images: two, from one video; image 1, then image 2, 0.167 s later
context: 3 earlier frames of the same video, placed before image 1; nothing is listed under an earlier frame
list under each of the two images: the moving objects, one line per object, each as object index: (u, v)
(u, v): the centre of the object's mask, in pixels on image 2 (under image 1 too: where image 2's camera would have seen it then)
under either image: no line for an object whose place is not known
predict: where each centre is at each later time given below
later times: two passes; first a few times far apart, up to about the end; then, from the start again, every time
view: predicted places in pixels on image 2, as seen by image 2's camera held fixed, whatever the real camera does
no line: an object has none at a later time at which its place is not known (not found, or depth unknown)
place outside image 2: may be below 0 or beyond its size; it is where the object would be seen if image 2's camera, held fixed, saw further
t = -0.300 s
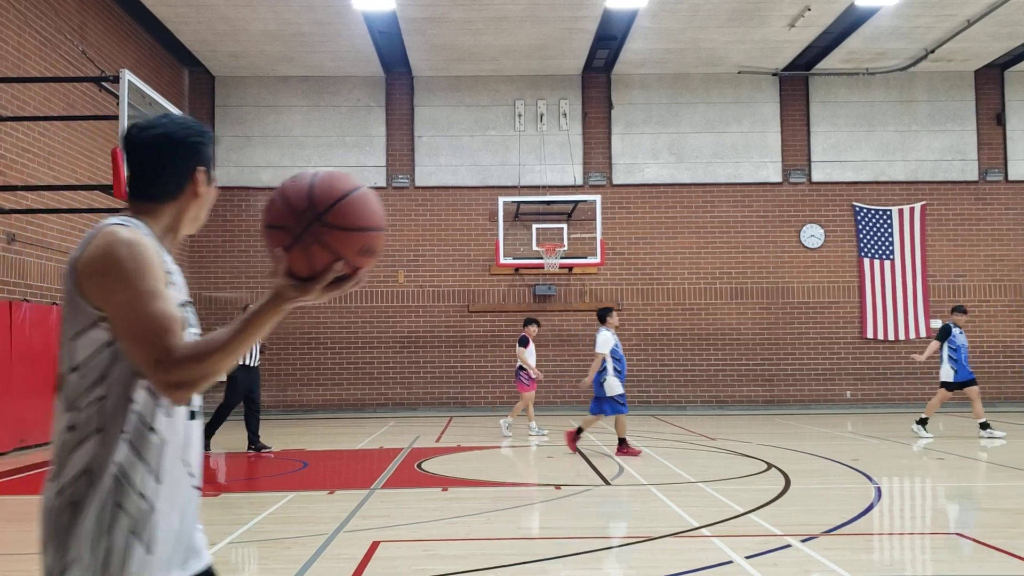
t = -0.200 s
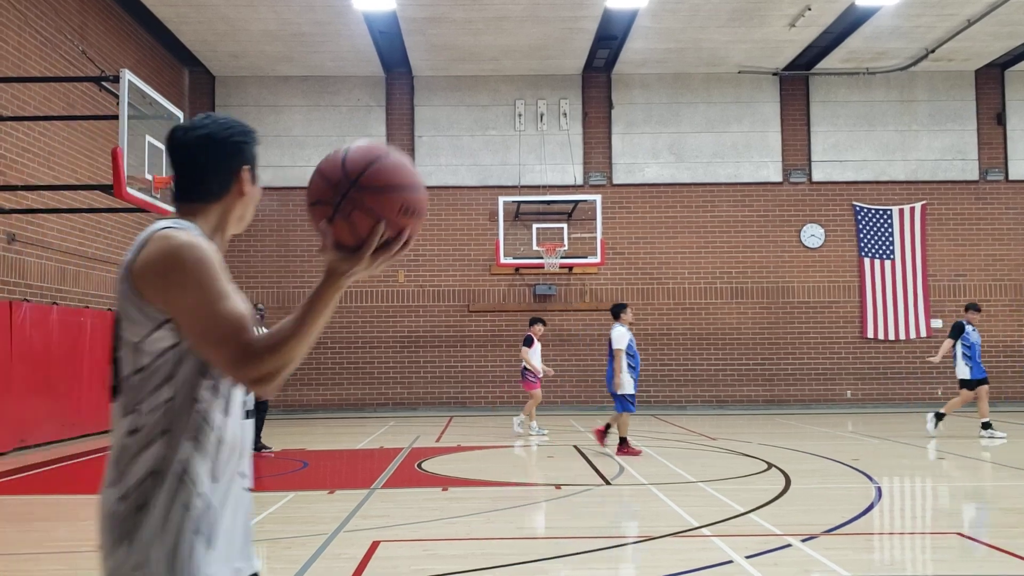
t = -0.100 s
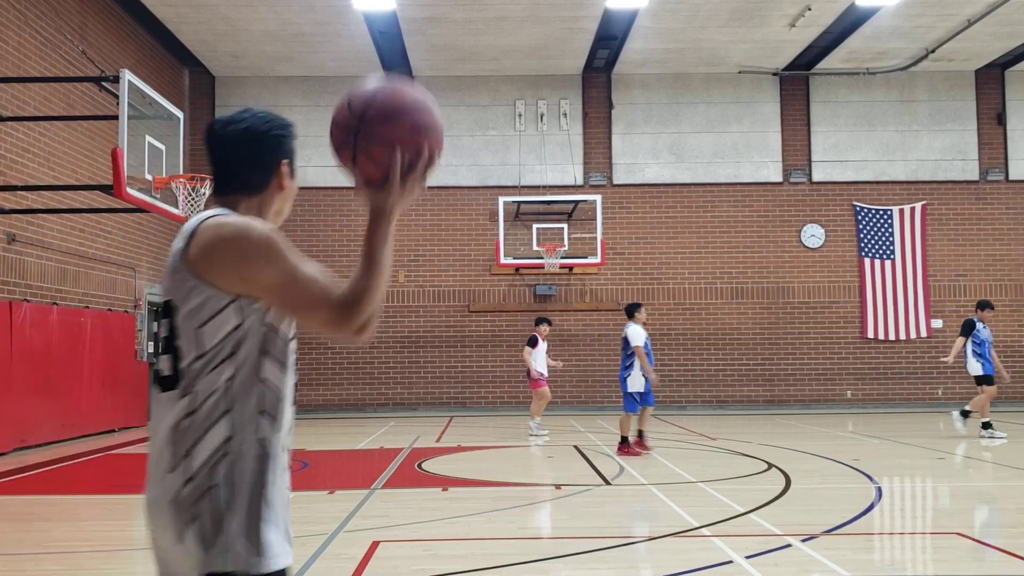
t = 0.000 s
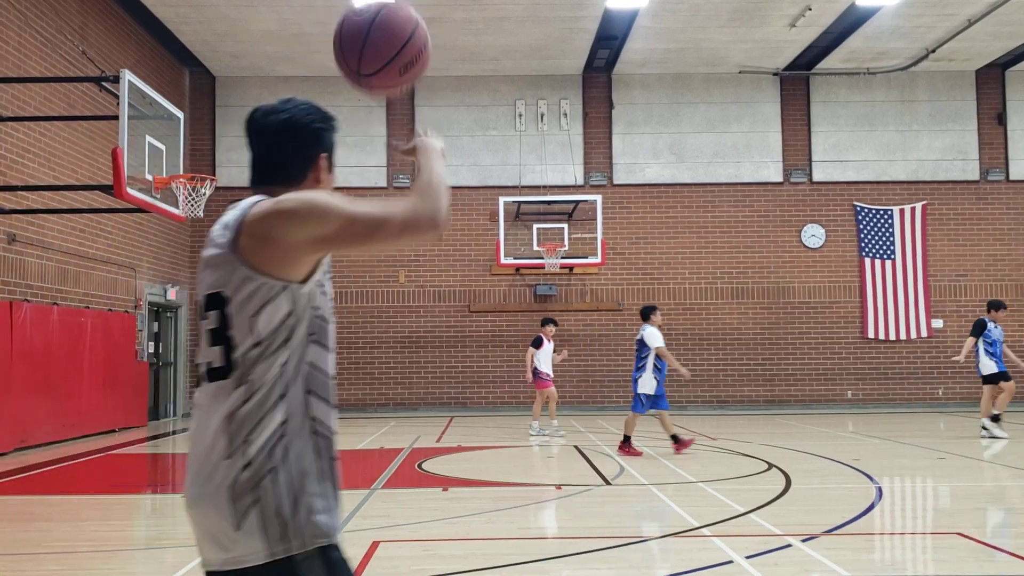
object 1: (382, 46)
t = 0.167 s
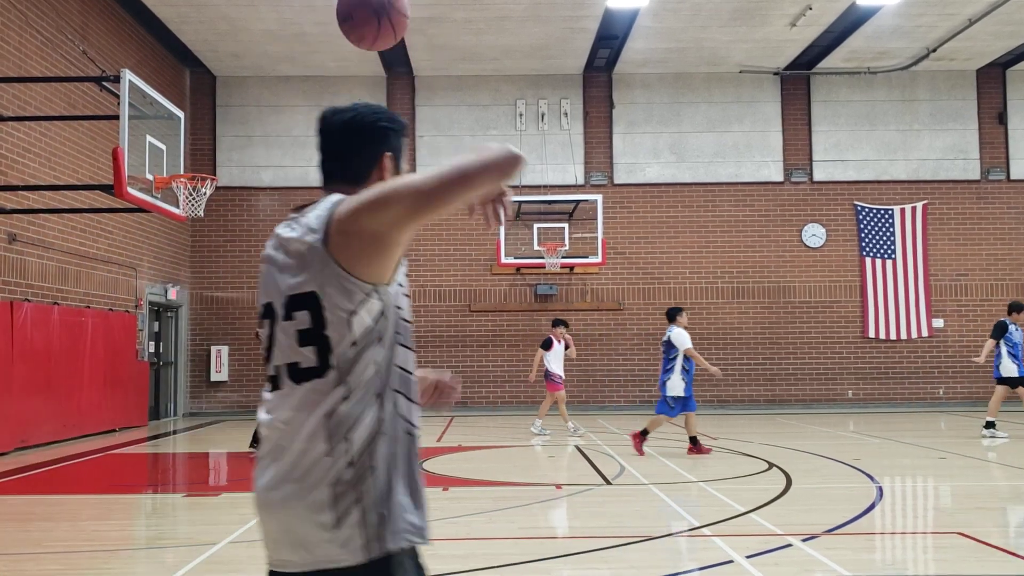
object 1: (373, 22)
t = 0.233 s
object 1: (370, 28)
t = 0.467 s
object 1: (367, 122)
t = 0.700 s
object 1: (364, 269)
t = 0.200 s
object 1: (372, 24)
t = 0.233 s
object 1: (370, 28)
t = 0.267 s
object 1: (370, 36)
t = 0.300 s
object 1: (369, 46)
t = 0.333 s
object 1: (369, 58)
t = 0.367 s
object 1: (369, 73)
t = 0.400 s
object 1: (368, 88)
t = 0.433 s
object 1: (368, 104)
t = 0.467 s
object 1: (367, 122)
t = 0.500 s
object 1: (367, 141)
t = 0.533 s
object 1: (366, 162)
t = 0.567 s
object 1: (366, 184)
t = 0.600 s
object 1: (366, 204)
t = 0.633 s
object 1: (365, 224)
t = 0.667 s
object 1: (364, 246)
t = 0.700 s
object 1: (364, 269)
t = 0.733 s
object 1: (363, 293)
